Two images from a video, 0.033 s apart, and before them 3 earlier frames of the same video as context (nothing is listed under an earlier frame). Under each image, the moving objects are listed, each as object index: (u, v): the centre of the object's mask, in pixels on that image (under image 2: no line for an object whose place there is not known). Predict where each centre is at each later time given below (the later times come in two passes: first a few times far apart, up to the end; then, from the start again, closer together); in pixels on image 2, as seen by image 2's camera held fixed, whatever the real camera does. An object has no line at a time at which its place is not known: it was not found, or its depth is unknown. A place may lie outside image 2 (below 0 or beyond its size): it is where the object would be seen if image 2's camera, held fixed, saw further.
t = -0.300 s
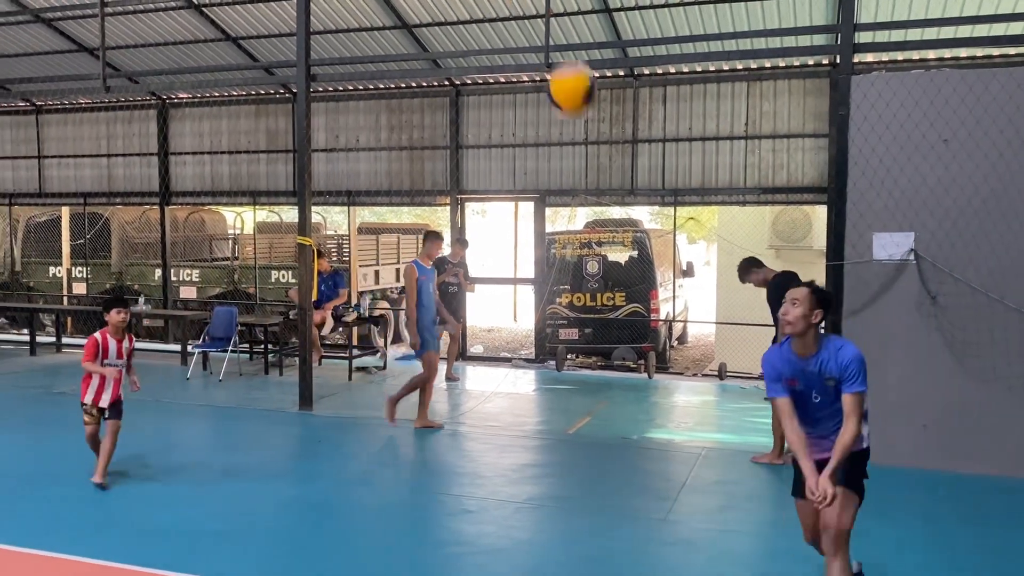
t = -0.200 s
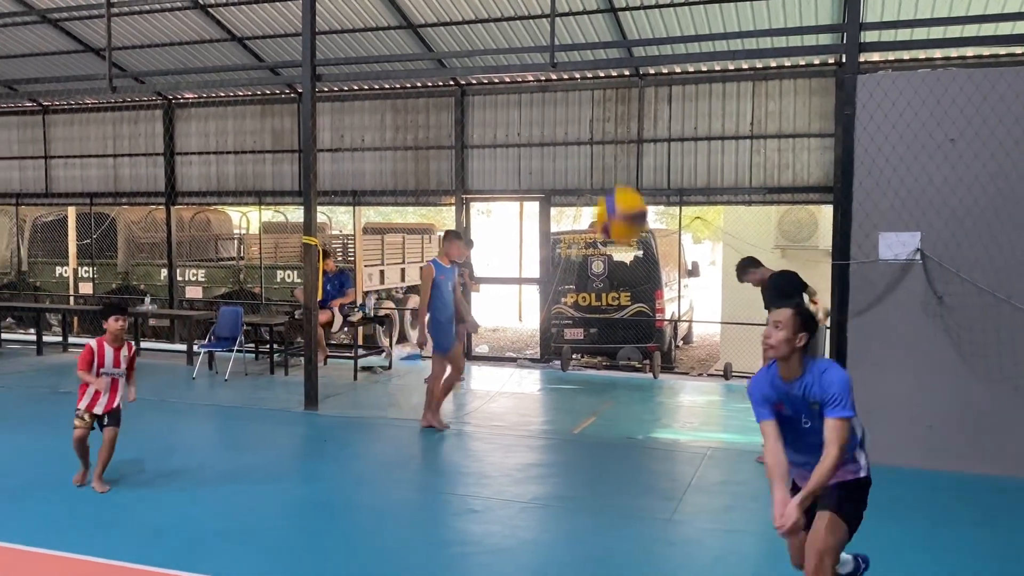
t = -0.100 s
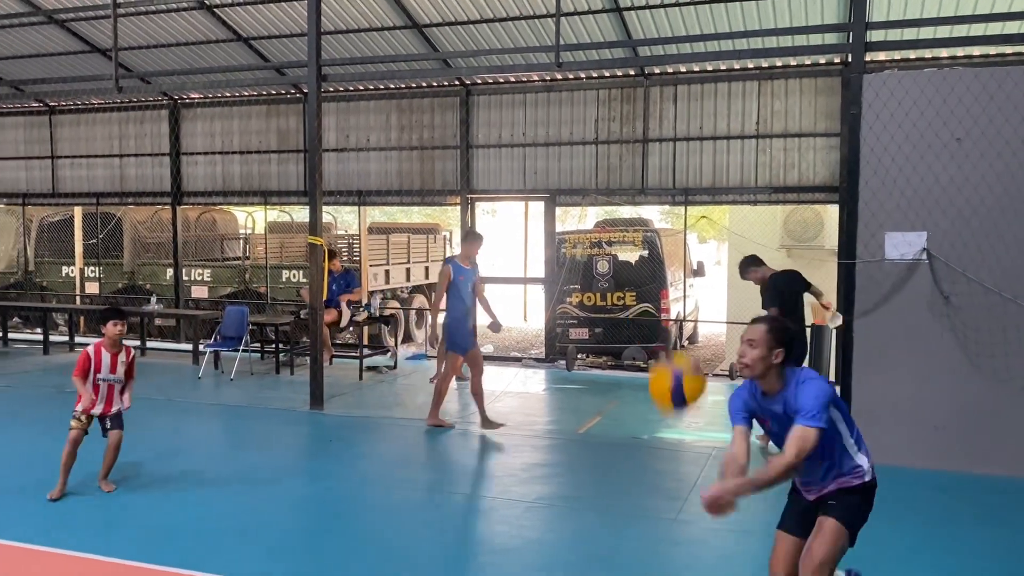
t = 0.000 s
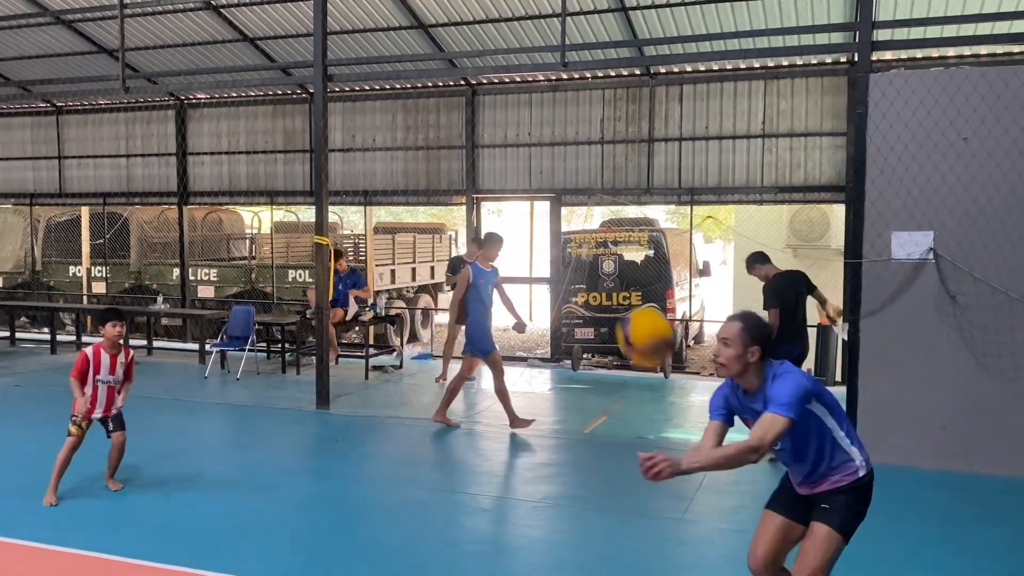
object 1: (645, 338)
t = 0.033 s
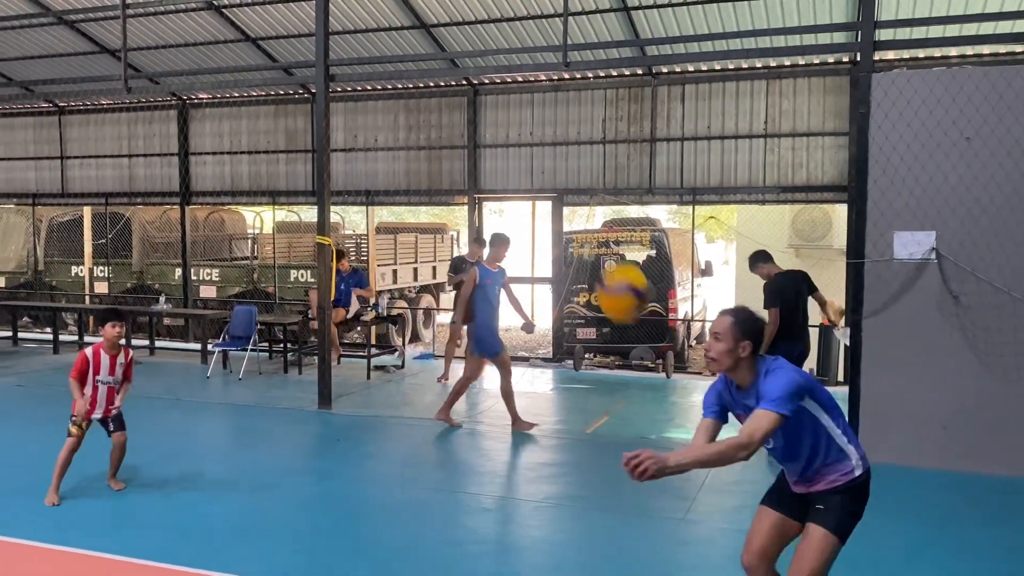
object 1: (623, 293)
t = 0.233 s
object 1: (496, 108)
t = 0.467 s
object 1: (383, 42)
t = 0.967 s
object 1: (227, 233)
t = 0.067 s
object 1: (599, 252)
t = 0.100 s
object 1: (577, 213)
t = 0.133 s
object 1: (557, 182)
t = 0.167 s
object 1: (535, 154)
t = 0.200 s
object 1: (515, 129)
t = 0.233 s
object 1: (496, 108)
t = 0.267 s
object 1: (478, 91)
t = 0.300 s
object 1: (461, 76)
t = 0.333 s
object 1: (444, 64)
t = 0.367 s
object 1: (428, 54)
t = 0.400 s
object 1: (414, 48)
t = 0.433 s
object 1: (397, 44)
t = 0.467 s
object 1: (383, 42)
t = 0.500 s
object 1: (369, 43)
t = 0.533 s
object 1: (356, 46)
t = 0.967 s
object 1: (227, 233)
